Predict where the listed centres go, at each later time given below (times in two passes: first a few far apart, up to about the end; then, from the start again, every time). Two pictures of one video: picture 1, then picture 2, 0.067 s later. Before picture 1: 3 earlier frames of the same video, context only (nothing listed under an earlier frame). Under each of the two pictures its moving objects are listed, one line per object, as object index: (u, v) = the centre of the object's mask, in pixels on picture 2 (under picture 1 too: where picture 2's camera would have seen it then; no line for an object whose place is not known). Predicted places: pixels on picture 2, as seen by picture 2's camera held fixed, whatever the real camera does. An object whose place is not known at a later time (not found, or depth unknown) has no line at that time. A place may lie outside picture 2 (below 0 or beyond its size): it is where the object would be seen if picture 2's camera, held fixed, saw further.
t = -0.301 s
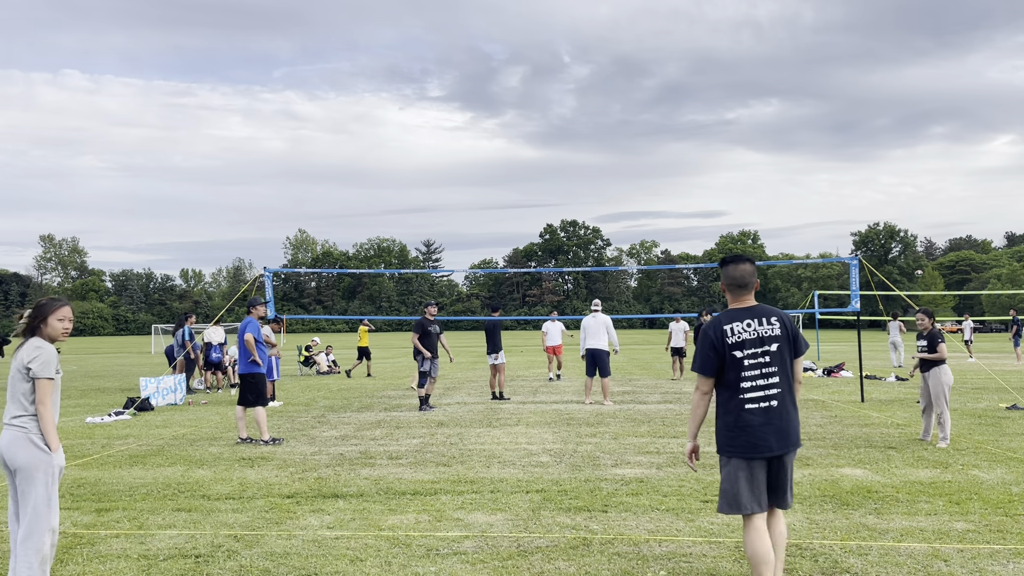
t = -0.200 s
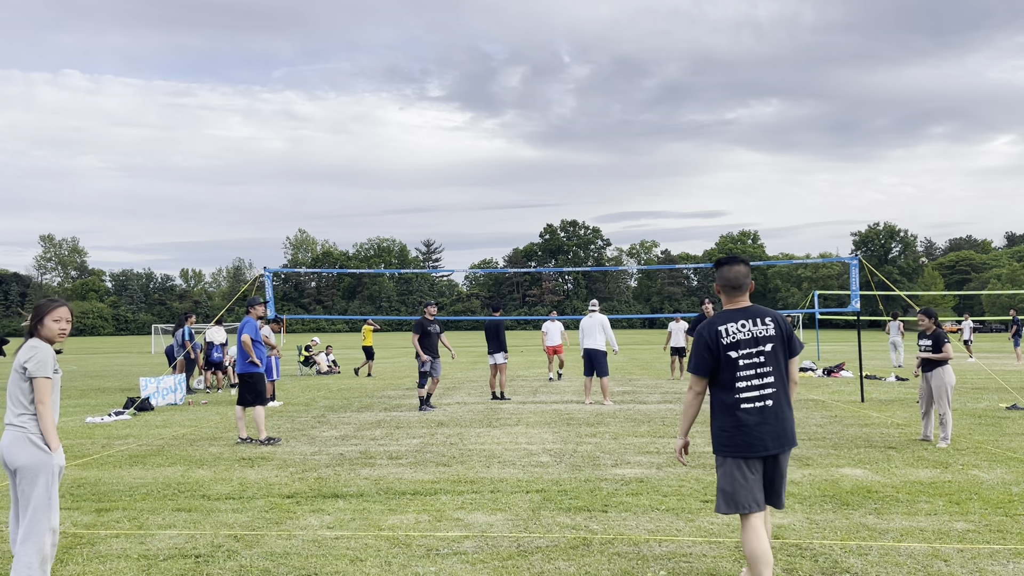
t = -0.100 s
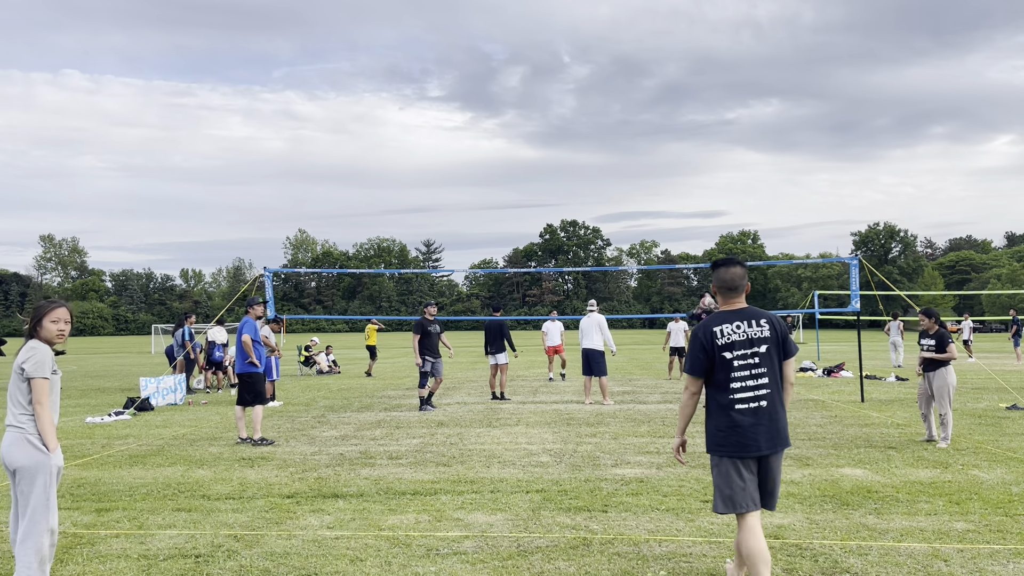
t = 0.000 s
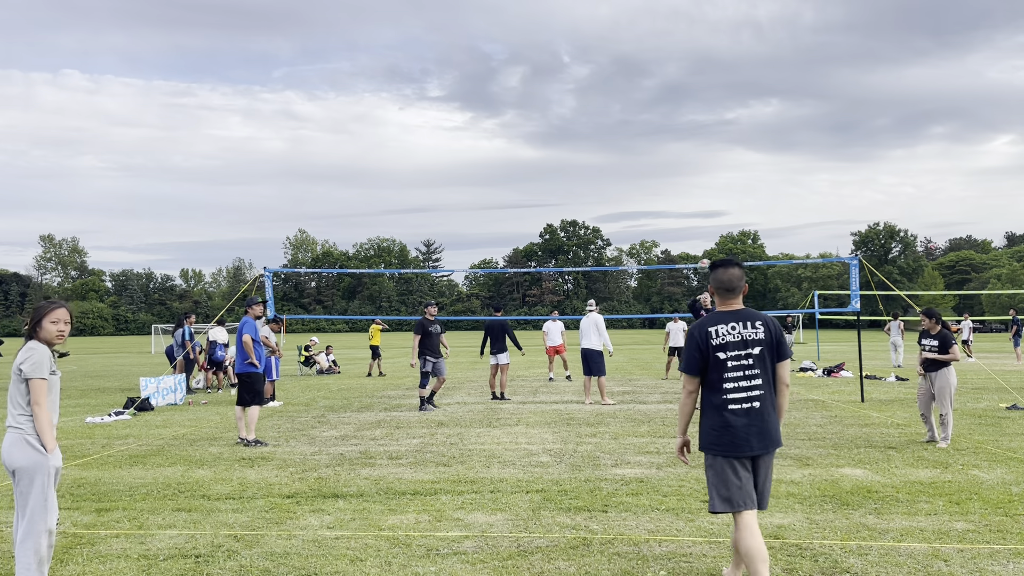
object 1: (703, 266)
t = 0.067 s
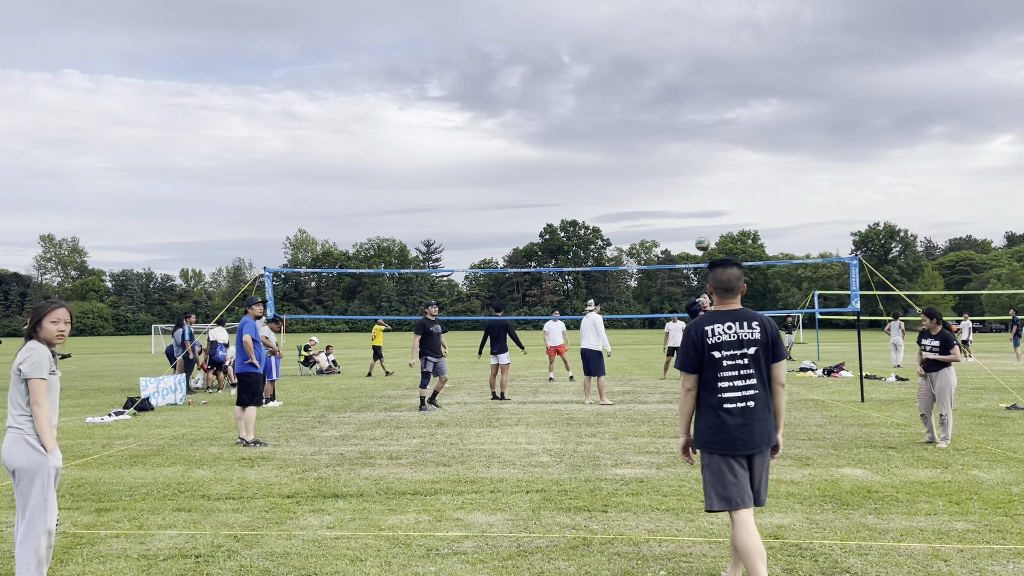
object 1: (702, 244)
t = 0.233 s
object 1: (696, 193)
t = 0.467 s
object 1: (685, 149)
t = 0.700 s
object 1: (674, 150)
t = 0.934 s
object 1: (661, 226)
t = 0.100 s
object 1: (701, 233)
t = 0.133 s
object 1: (700, 222)
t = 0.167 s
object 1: (699, 212)
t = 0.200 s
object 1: (697, 202)
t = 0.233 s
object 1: (696, 193)
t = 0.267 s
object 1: (695, 185)
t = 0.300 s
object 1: (693, 177)
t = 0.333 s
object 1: (692, 170)
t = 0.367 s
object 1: (690, 163)
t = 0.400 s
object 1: (689, 158)
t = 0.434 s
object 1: (687, 153)
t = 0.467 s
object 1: (685, 149)
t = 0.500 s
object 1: (684, 146)
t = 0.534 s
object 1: (682, 143)
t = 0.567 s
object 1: (681, 142)
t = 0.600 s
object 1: (679, 143)
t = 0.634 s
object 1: (677, 144)
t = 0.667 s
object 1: (676, 146)
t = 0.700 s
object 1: (674, 150)
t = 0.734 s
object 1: (672, 155)
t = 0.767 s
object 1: (670, 162)
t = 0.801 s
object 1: (668, 171)
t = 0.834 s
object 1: (666, 181)
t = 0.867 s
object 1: (664, 194)
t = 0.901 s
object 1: (662, 209)
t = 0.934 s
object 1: (661, 226)
